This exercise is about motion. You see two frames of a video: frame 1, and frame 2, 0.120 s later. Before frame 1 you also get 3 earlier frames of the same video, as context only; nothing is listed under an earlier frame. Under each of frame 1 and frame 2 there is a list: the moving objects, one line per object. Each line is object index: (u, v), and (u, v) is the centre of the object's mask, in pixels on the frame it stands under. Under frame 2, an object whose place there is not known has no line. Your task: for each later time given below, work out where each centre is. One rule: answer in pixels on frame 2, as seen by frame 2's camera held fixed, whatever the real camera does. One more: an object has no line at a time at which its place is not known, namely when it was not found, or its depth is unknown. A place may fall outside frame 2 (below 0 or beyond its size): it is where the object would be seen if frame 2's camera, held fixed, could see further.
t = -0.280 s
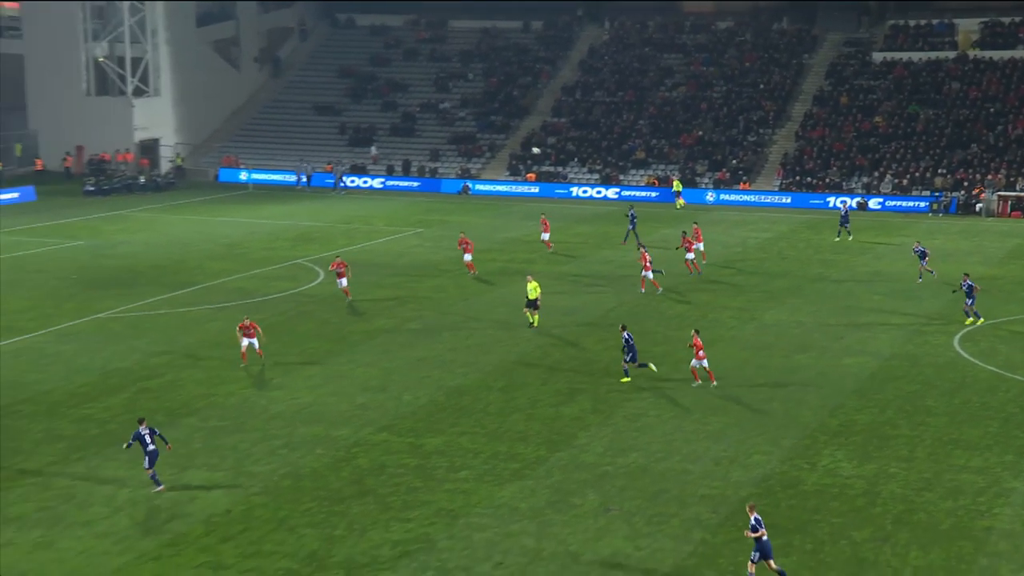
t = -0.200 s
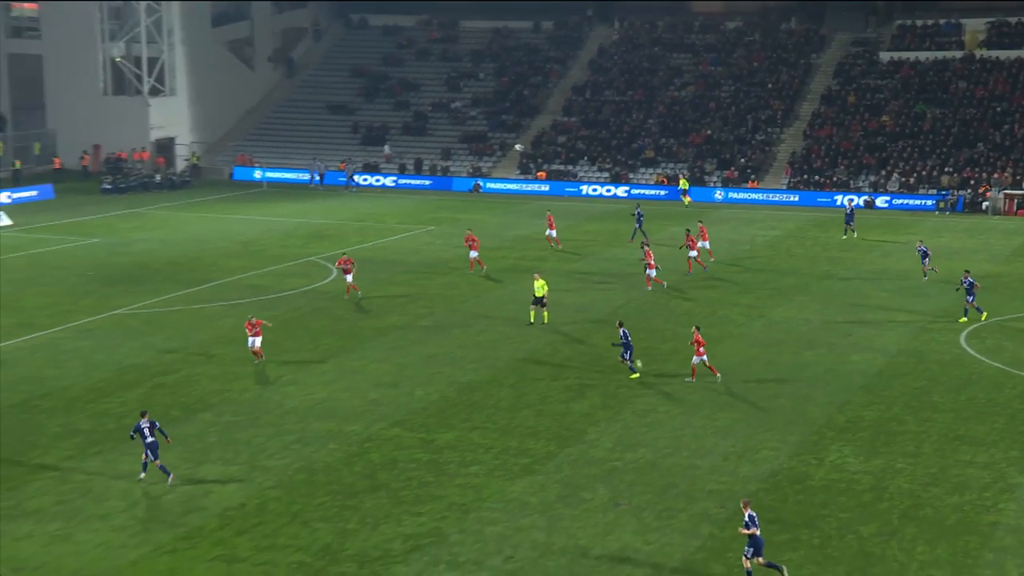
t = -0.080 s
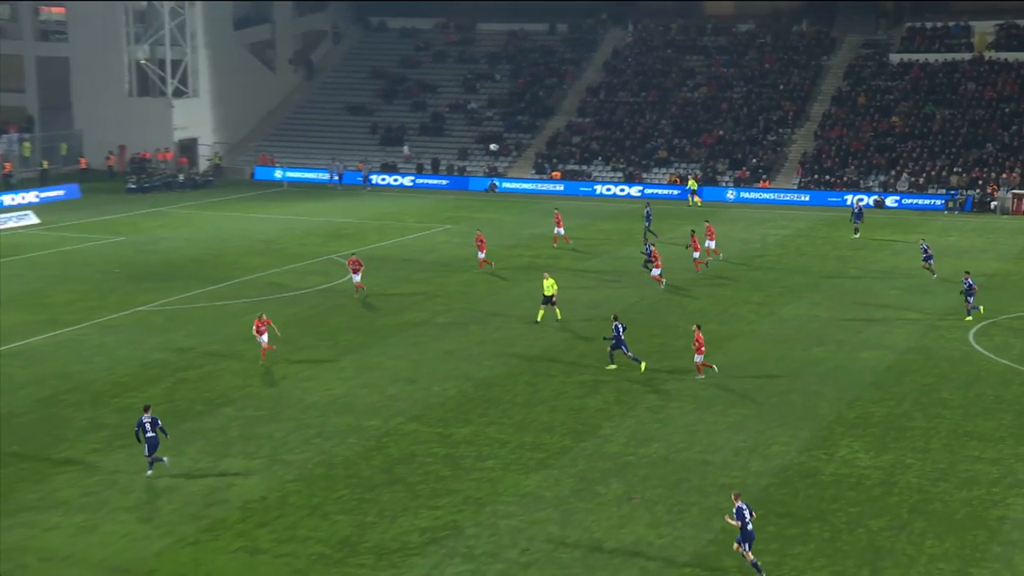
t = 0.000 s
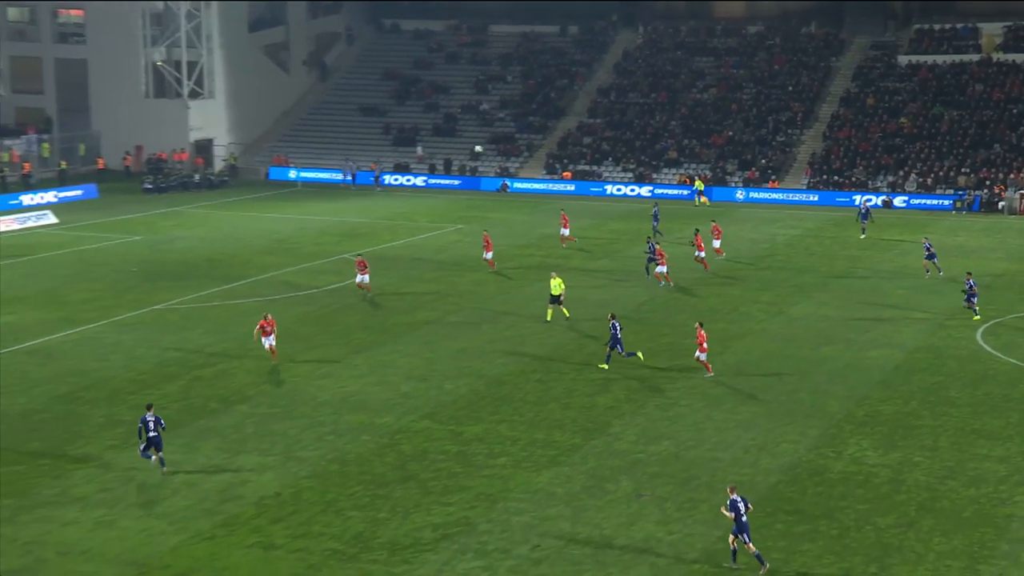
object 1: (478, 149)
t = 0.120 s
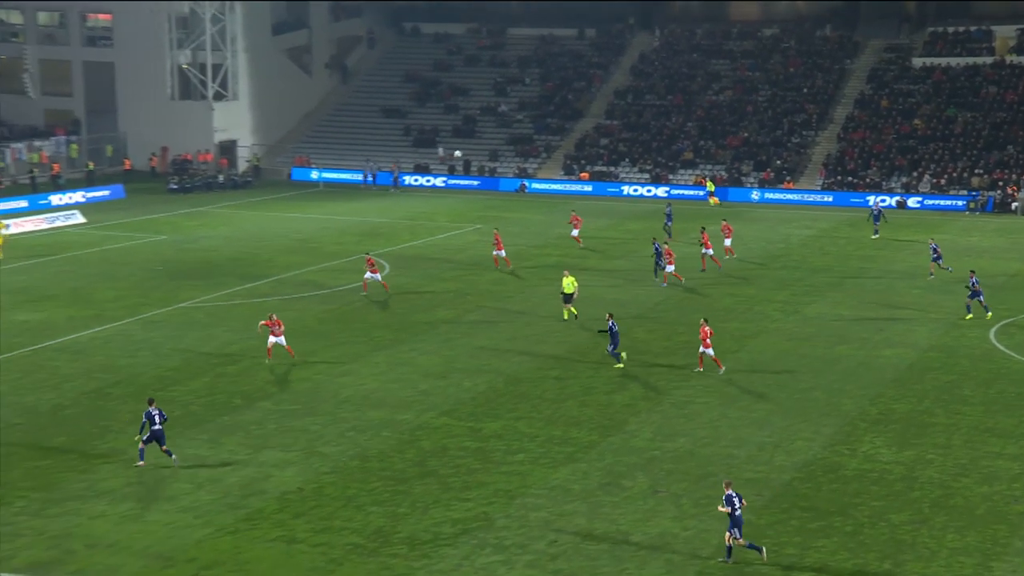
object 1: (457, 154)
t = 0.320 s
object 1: (395, 168)
